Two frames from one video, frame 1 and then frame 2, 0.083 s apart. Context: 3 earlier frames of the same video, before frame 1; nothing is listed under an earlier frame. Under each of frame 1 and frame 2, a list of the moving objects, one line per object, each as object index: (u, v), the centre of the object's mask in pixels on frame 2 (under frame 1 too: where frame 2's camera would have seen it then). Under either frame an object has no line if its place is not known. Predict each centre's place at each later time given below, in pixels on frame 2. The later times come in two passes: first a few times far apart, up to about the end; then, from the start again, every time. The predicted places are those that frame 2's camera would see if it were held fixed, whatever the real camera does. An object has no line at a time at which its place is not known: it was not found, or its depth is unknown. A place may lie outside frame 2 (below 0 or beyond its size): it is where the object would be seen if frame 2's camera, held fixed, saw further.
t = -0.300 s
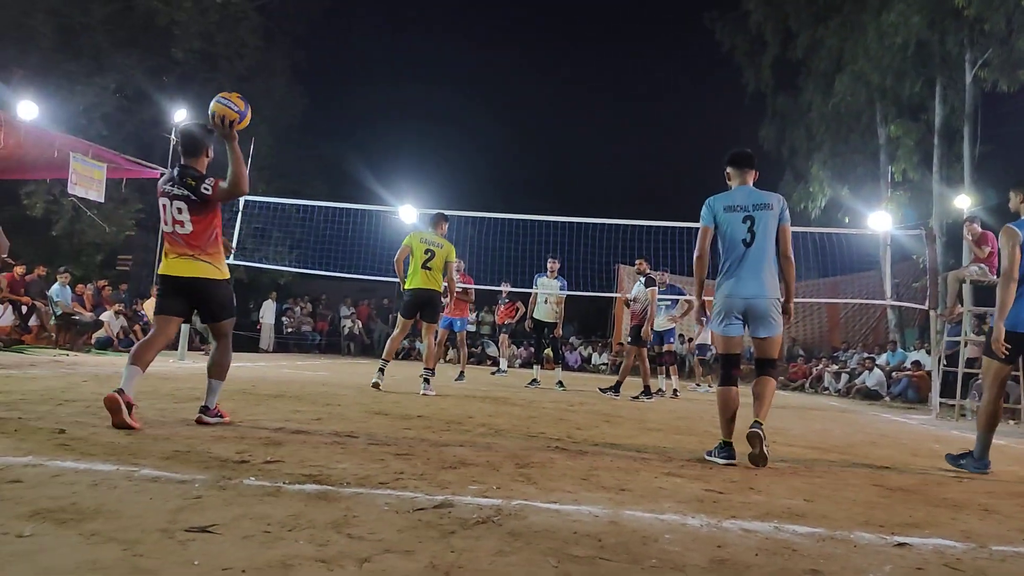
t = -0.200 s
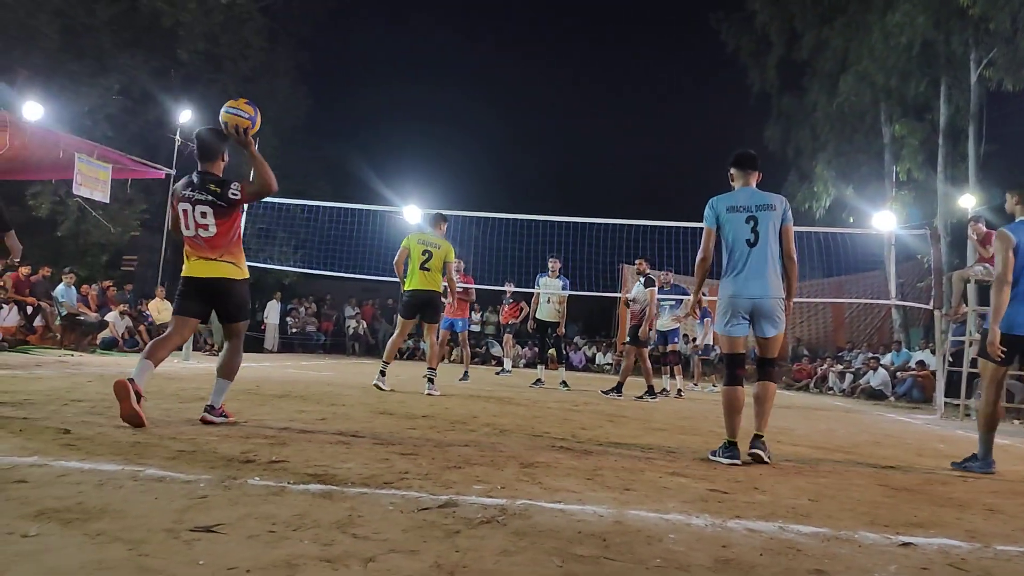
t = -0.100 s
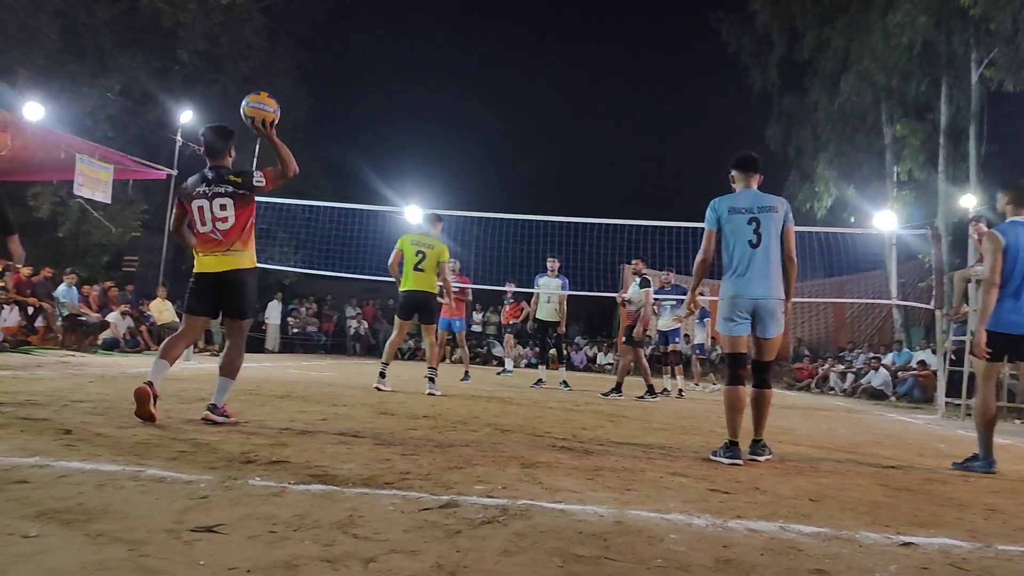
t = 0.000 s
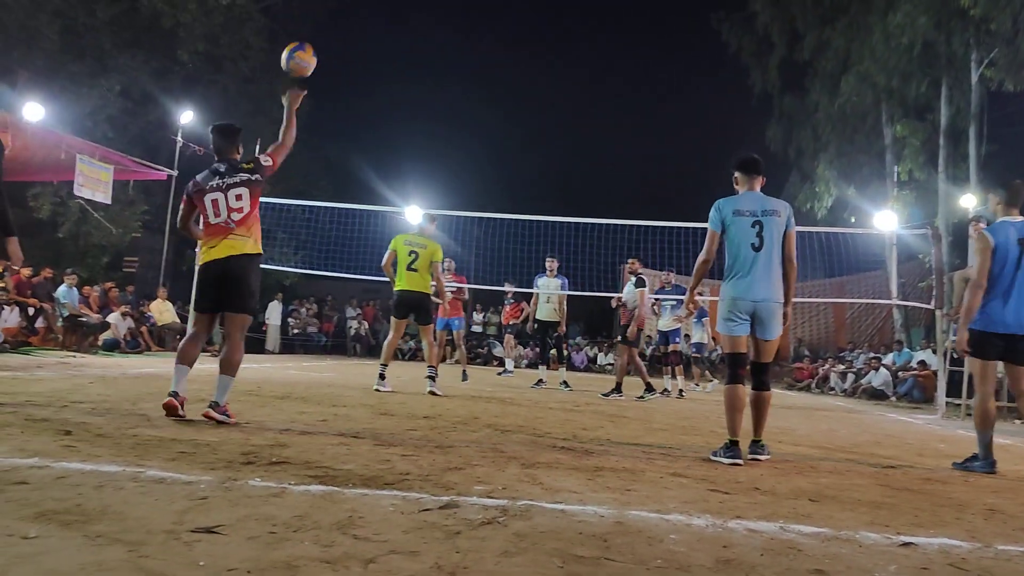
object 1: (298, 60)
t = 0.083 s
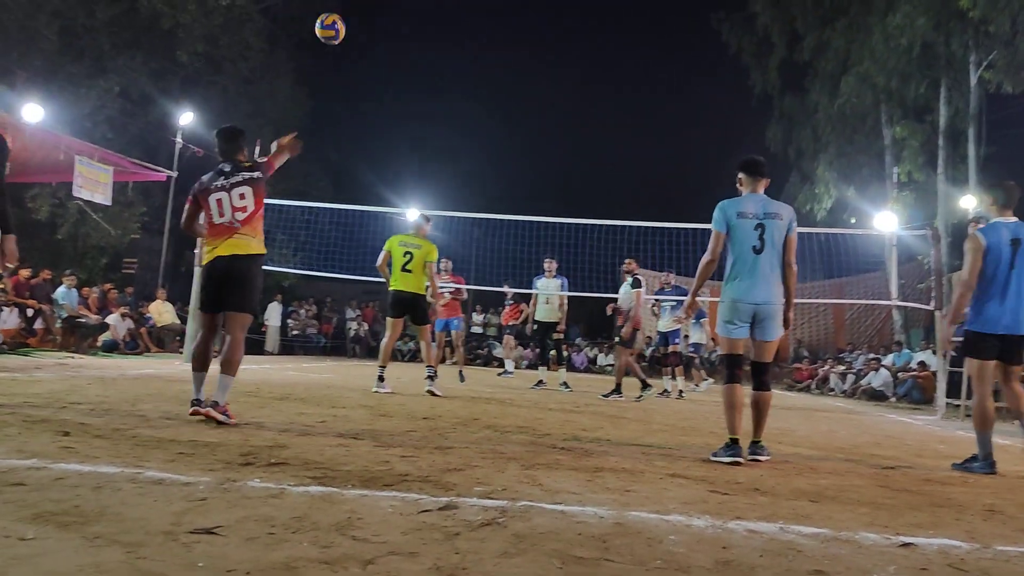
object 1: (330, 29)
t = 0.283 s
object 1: (378, 8)
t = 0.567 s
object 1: (411, 30)
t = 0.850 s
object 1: (428, 95)
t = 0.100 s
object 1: (336, 24)
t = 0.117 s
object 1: (340, 20)
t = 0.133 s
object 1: (345, 17)
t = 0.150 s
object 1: (350, 14)
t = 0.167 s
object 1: (354, 12)
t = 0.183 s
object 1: (358, 11)
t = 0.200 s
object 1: (362, 10)
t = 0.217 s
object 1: (366, 10)
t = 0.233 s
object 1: (369, 9)
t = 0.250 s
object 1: (372, 9)
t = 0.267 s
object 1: (375, 9)
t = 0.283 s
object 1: (378, 8)
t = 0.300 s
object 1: (381, 8)
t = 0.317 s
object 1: (383, 8)
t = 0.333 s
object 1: (386, 8)
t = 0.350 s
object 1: (388, 9)
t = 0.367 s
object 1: (390, 9)
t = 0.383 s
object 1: (392, 10)
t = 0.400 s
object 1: (394, 10)
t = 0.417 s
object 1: (396, 11)
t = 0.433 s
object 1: (398, 12)
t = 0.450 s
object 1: (400, 13)
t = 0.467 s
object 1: (402, 15)
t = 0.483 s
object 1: (403, 17)
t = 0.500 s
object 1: (405, 20)
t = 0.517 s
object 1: (407, 22)
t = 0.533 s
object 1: (408, 25)
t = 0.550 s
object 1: (410, 27)
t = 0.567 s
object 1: (411, 30)
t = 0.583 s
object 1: (413, 34)
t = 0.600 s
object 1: (414, 37)
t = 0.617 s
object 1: (415, 40)
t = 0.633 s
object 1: (417, 43)
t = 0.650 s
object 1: (418, 47)
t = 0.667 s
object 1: (419, 50)
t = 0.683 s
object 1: (420, 54)
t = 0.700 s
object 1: (421, 58)
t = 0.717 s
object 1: (422, 62)
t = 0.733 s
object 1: (423, 66)
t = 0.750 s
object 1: (424, 69)
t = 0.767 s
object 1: (425, 74)
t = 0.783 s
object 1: (425, 78)
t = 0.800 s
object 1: (426, 82)
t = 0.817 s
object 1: (427, 86)
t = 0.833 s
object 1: (427, 91)
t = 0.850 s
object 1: (428, 95)
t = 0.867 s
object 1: (428, 100)
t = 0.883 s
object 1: (429, 105)
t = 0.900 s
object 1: (429, 110)
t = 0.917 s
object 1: (430, 114)
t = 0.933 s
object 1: (430, 119)
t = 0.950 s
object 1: (431, 124)
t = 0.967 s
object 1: (431, 129)
